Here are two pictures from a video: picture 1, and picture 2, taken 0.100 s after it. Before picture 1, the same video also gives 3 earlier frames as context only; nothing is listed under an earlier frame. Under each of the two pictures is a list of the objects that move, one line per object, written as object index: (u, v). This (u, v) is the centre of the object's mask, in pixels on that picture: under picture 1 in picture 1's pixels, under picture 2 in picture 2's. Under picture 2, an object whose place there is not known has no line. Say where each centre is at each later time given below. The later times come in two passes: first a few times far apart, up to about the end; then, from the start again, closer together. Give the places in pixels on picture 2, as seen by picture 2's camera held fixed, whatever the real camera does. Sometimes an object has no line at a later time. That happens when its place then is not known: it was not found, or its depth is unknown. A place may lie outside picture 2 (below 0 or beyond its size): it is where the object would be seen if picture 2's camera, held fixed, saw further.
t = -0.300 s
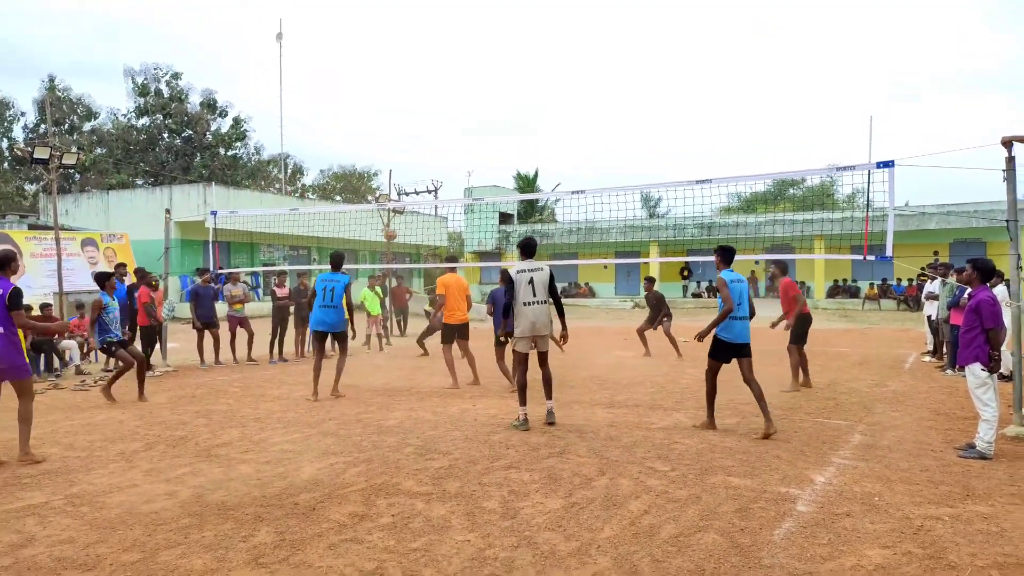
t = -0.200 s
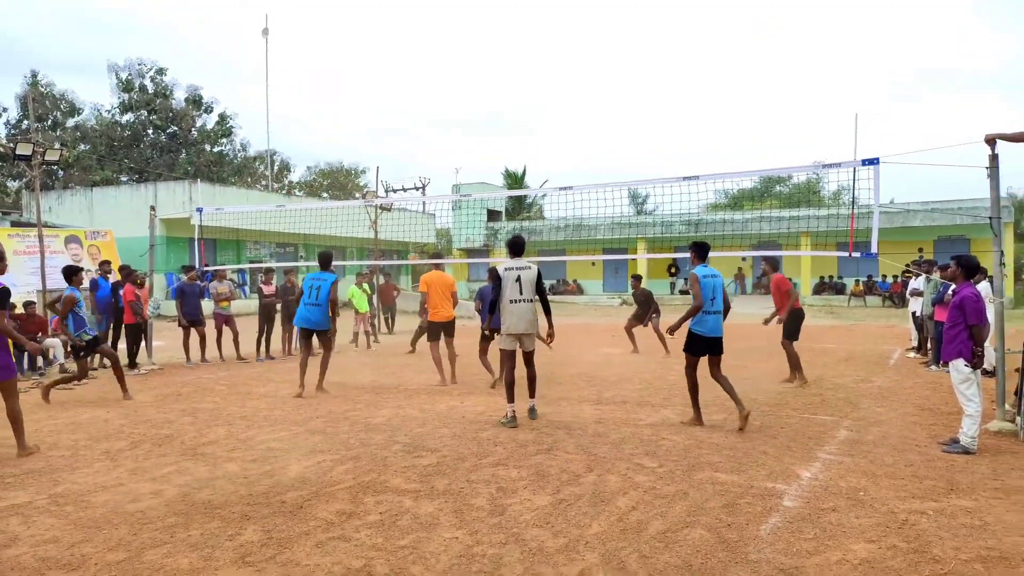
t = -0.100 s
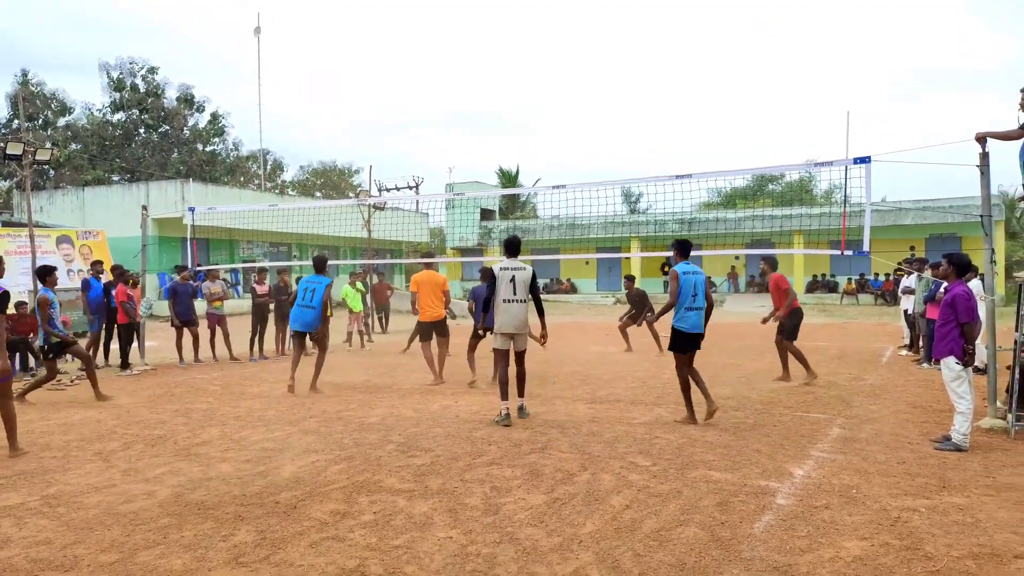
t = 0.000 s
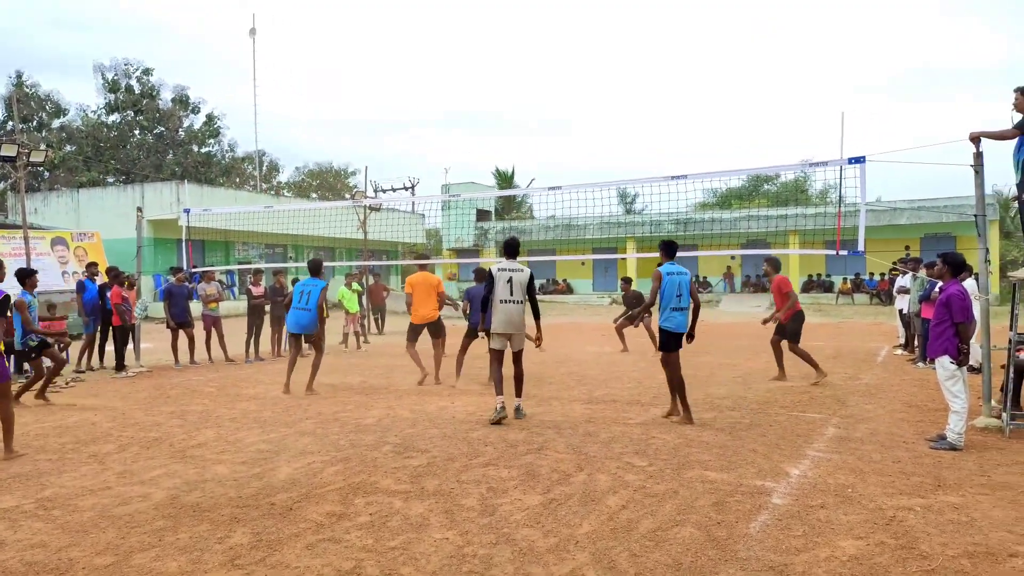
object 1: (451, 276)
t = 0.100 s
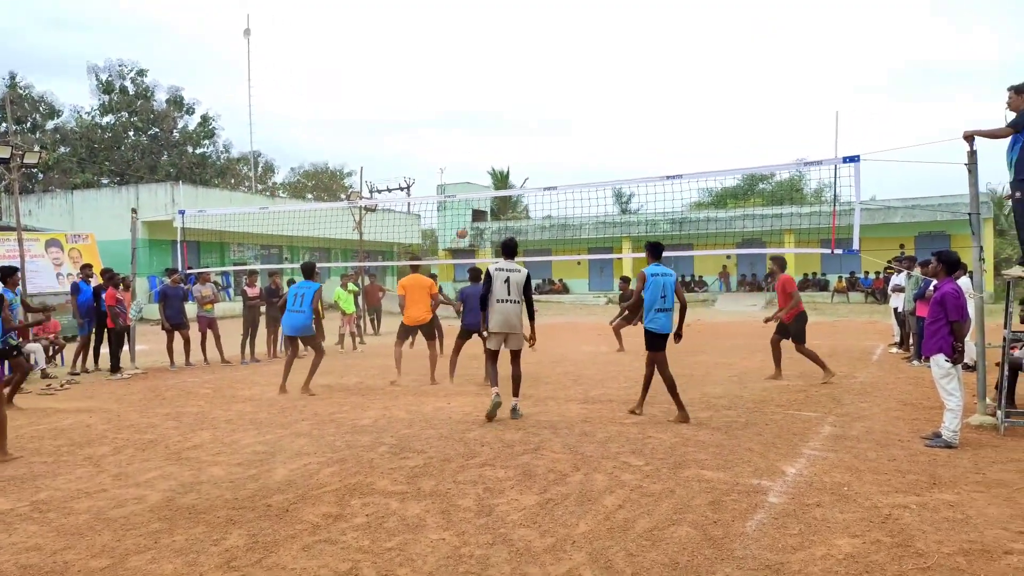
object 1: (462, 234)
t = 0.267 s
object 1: (487, 172)
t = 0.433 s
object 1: (514, 125)
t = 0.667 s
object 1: (555, 86)
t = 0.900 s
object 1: (598, 83)
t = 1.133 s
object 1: (643, 121)
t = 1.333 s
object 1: (684, 192)
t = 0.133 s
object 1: (467, 220)
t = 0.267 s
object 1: (487, 172)
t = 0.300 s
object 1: (492, 161)
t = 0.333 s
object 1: (498, 151)
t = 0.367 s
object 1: (503, 142)
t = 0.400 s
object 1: (509, 133)
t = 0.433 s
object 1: (514, 125)
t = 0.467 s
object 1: (520, 118)
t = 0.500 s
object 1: (526, 110)
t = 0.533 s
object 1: (532, 104)
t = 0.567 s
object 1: (537, 99)
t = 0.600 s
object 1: (543, 94)
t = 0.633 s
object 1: (549, 90)
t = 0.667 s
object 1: (555, 86)
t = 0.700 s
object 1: (561, 84)
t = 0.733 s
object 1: (567, 81)
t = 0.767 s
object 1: (573, 80)
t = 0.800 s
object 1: (579, 79)
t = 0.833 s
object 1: (585, 80)
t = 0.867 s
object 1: (592, 81)
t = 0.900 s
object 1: (598, 83)
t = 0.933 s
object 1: (604, 85)
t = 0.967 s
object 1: (611, 89)
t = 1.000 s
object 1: (617, 94)
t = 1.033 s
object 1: (623, 99)
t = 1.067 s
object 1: (630, 105)
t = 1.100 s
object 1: (636, 112)
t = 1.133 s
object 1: (643, 121)
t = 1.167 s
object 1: (650, 130)
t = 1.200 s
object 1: (656, 140)
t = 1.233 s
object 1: (663, 152)
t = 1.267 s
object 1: (670, 164)
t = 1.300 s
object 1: (677, 178)
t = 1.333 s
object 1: (684, 192)
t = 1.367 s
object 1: (692, 208)
